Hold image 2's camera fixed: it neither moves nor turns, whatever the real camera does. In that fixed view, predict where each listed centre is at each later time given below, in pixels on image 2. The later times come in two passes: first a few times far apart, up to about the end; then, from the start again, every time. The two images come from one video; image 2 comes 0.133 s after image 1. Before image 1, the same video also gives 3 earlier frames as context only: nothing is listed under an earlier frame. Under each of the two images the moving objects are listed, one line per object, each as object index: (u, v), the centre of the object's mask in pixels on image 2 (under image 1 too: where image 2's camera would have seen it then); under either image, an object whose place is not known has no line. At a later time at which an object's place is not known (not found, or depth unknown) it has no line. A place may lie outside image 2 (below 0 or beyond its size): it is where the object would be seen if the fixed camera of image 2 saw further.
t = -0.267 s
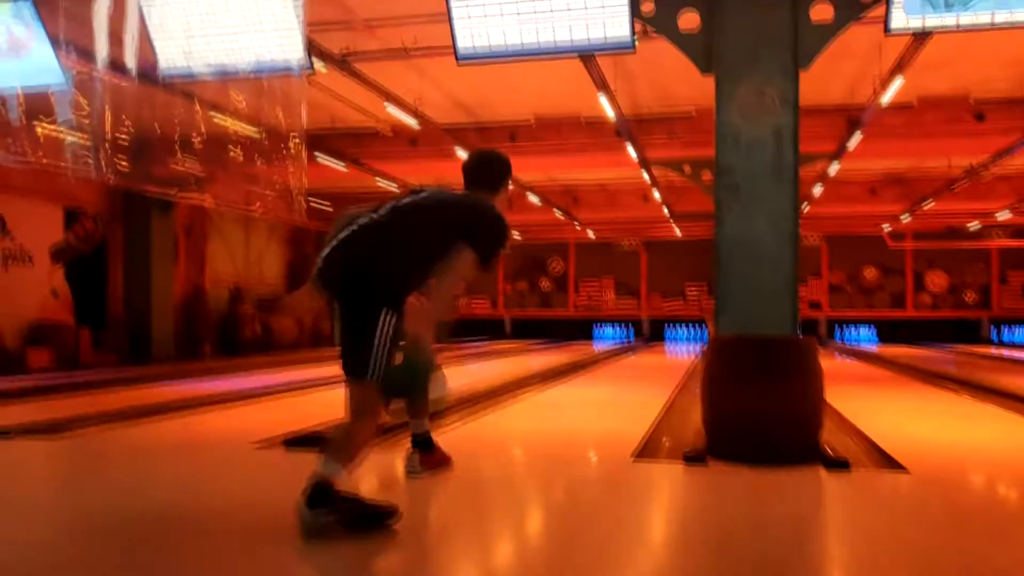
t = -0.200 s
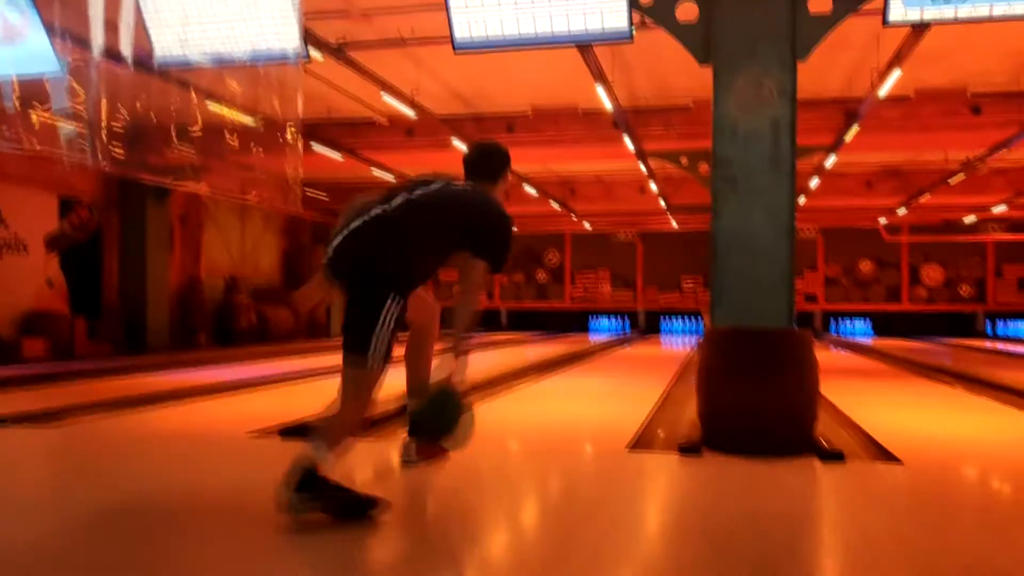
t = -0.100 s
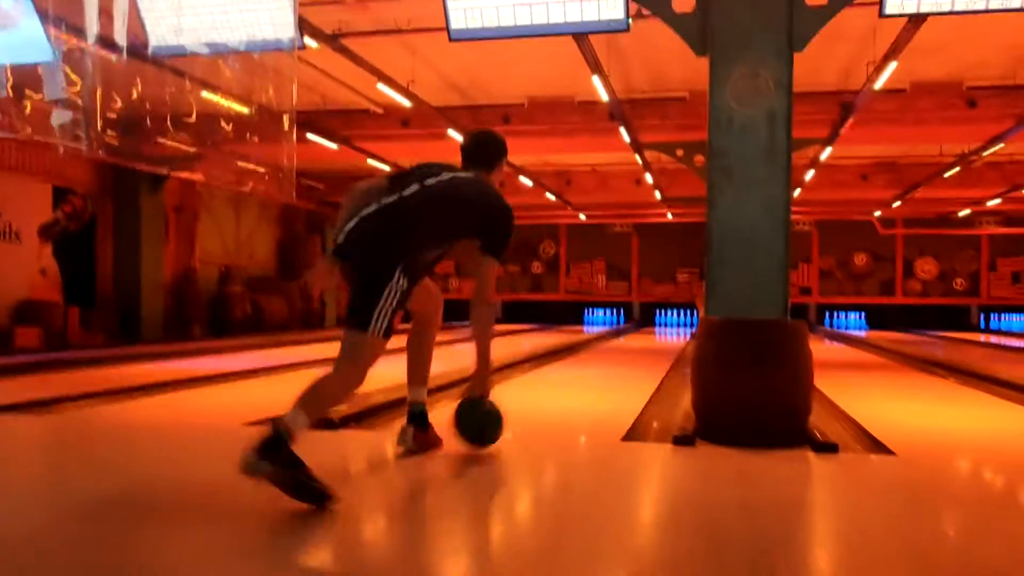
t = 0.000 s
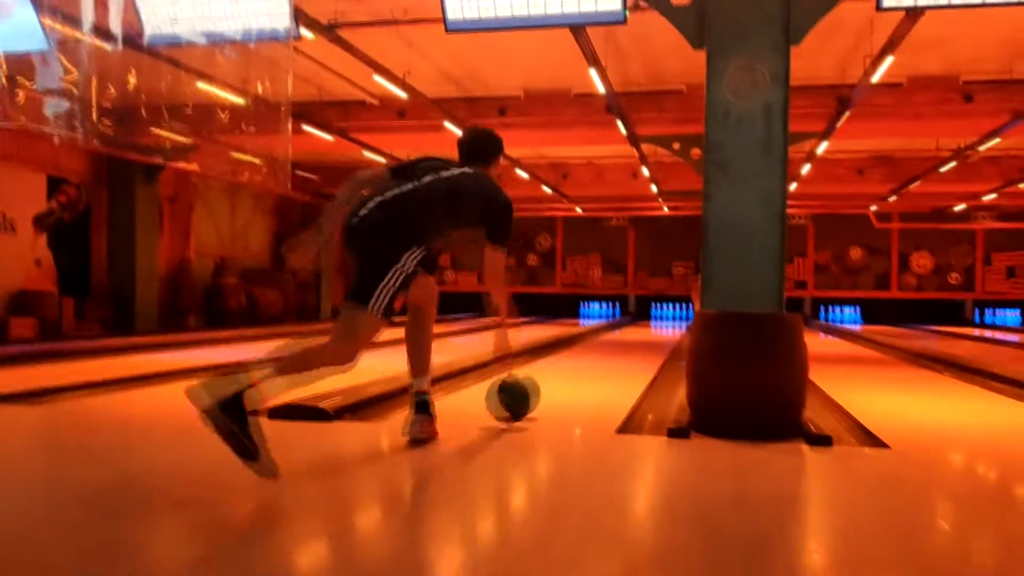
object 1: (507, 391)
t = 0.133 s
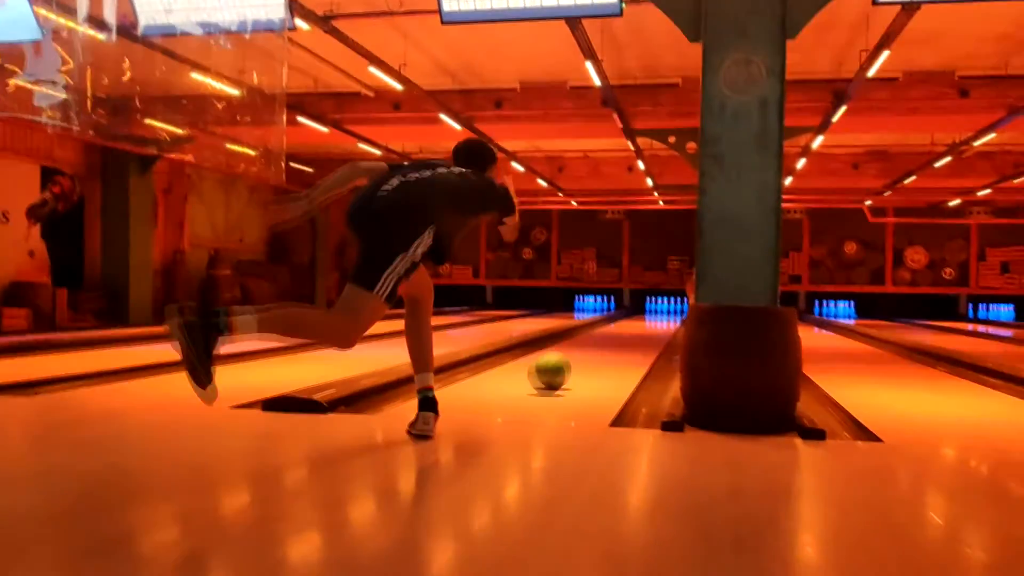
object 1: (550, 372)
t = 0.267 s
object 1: (578, 359)
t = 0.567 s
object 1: (618, 342)
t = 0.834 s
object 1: (639, 332)
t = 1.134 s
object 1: (654, 326)
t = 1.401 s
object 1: (662, 321)
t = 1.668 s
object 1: (669, 318)
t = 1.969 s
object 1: (676, 315)
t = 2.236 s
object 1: (681, 313)
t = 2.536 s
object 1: (685, 311)
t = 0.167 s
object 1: (557, 369)
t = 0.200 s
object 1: (565, 365)
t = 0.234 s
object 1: (572, 362)
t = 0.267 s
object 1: (578, 359)
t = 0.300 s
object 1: (584, 357)
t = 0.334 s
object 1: (590, 355)
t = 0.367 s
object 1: (595, 352)
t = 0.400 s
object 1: (599, 351)
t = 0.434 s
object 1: (603, 349)
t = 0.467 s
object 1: (607, 347)
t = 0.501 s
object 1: (611, 345)
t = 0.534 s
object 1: (614, 344)
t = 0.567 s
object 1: (618, 342)
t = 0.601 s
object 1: (621, 341)
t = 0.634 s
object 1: (624, 339)
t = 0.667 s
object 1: (626, 338)
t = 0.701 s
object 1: (629, 338)
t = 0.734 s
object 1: (633, 335)
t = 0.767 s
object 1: (636, 334)
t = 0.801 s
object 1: (638, 333)
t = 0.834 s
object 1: (639, 332)
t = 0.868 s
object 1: (642, 332)
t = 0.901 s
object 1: (644, 331)
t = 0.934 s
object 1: (645, 329)
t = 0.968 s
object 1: (647, 329)
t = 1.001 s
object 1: (648, 328)
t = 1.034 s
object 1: (649, 327)
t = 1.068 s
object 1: (651, 327)
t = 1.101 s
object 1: (652, 326)
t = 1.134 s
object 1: (654, 326)
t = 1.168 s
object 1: (655, 325)
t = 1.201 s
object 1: (656, 324)
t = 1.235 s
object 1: (657, 324)
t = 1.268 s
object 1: (659, 323)
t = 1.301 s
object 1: (661, 323)
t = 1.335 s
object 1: (661, 322)
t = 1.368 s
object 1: (662, 321)
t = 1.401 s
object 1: (662, 321)
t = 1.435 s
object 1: (663, 321)
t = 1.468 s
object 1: (664, 320)
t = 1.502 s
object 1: (665, 320)
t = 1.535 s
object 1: (666, 319)
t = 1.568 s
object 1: (667, 319)
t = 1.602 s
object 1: (667, 319)
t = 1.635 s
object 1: (668, 319)
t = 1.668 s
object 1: (669, 318)
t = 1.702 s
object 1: (670, 318)
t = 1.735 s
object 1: (671, 317)
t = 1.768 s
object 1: (671, 317)
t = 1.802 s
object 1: (673, 317)
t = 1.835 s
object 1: (673, 316)
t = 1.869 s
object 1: (674, 316)
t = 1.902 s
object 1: (674, 316)
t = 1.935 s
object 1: (675, 316)
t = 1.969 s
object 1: (676, 315)
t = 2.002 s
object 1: (677, 315)
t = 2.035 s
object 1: (677, 314)
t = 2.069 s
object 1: (678, 314)
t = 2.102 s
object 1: (679, 314)
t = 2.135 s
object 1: (680, 313)
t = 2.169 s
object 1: (680, 313)
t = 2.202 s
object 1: (681, 313)
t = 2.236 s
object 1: (681, 313)
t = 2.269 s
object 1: (682, 312)
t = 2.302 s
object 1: (682, 312)
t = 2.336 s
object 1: (682, 312)
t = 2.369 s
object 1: (682, 312)
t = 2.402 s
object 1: (683, 312)
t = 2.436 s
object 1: (683, 311)
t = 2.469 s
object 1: (684, 311)
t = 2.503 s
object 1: (684, 311)
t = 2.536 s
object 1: (685, 311)
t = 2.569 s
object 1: (685, 310)
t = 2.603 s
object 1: (686, 310)
